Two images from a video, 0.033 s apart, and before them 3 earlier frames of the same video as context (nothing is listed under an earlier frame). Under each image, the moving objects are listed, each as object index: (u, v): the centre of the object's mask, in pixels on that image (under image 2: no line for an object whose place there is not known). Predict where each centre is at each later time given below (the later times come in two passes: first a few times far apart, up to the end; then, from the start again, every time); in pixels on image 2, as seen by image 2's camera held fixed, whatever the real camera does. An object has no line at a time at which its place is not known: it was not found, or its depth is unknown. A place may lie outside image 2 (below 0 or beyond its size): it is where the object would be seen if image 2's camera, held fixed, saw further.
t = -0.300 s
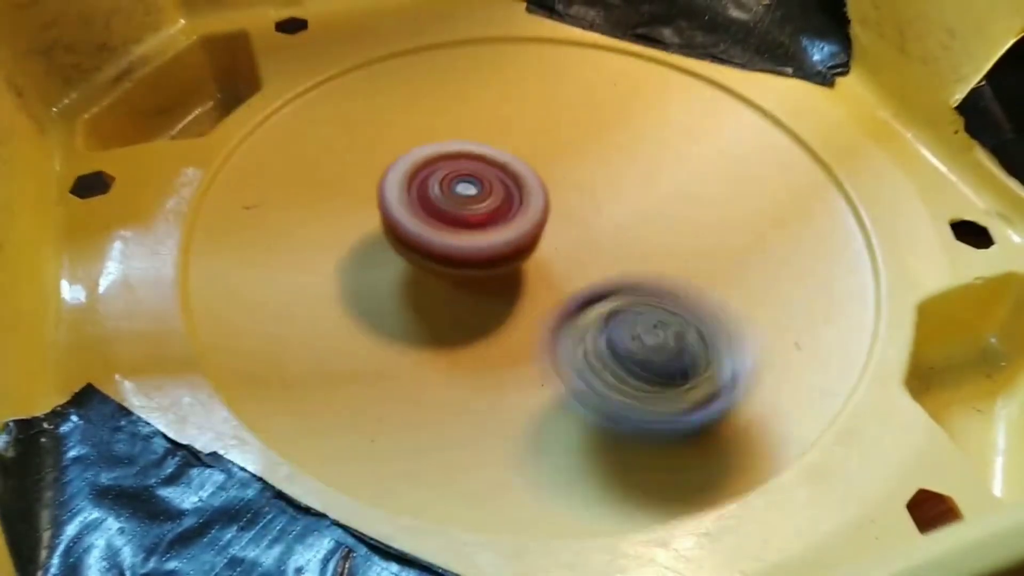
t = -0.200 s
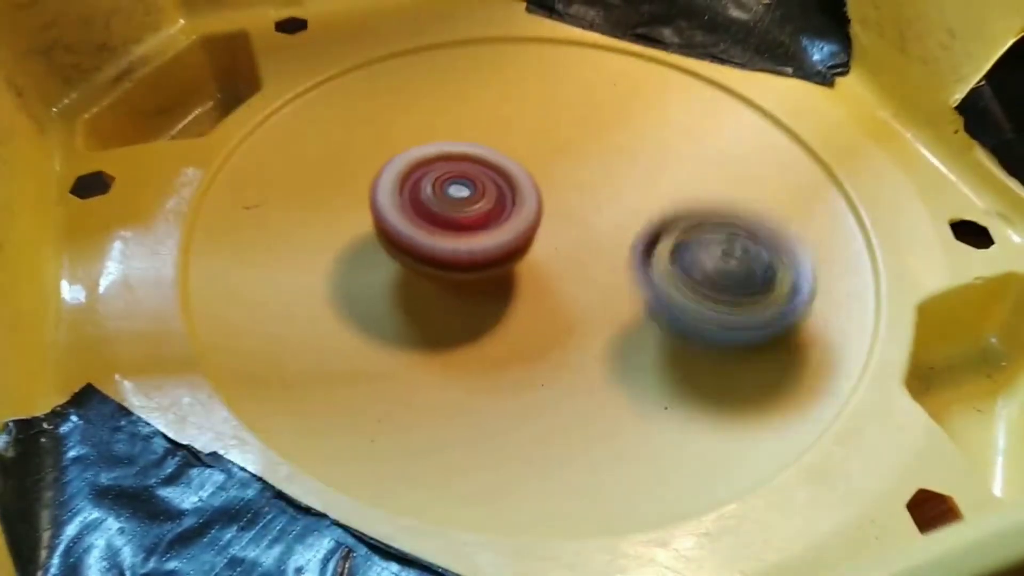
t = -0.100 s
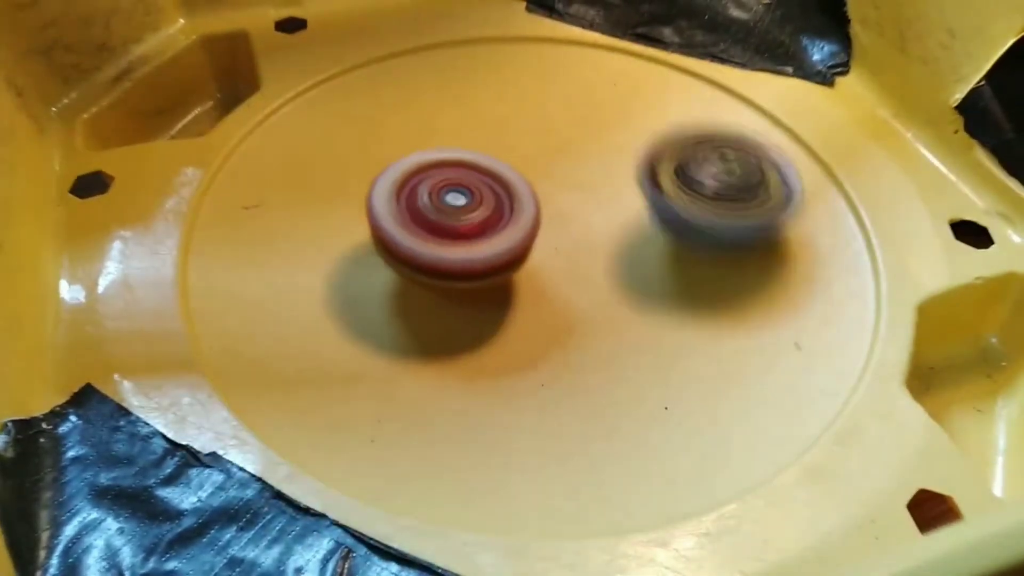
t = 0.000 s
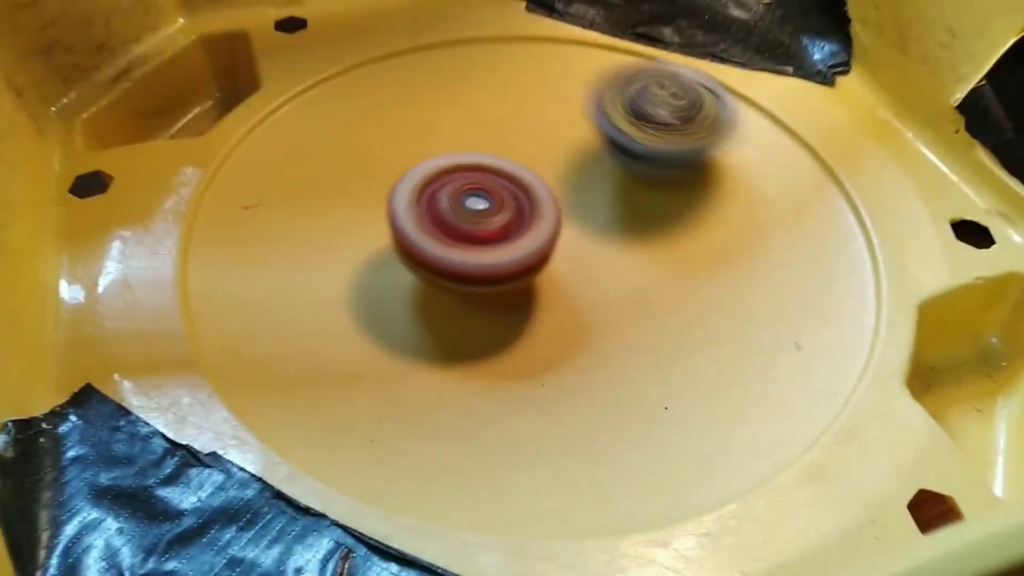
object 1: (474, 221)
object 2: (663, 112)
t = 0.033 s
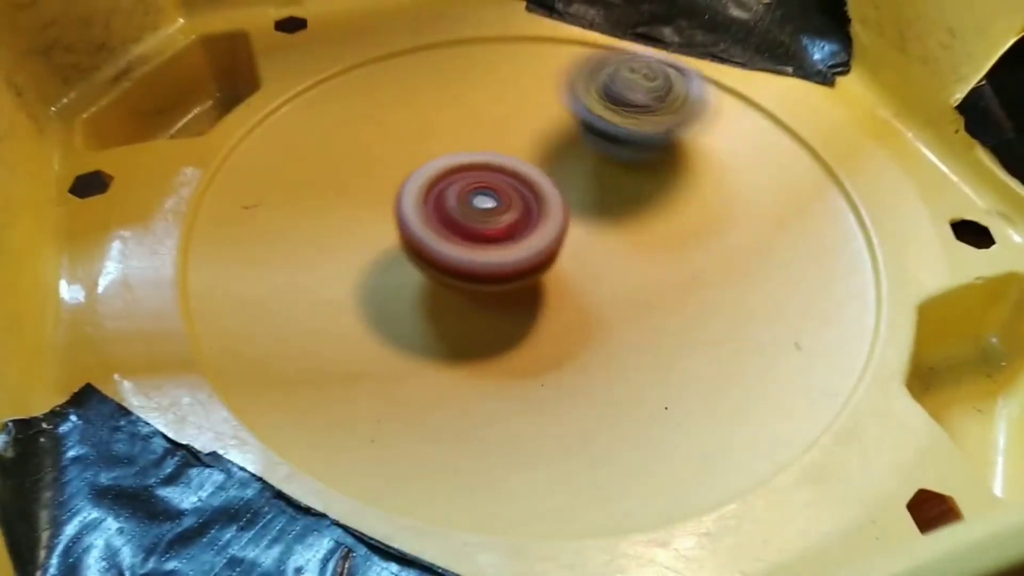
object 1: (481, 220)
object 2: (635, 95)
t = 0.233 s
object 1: (520, 205)
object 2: (438, 73)
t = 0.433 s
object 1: (529, 186)
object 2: (329, 197)
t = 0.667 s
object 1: (514, 181)
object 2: (543, 334)
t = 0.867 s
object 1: (539, 199)
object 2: (729, 250)
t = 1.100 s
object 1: (550, 202)
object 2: (679, 120)
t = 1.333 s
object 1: (548, 237)
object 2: (508, 113)
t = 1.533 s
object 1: (593, 267)
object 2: (424, 208)
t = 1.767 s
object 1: (658, 243)
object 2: (499, 312)
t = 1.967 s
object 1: (627, 197)
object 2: (637, 326)
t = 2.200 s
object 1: (510, 192)
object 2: (679, 232)
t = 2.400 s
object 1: (436, 240)
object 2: (580, 175)
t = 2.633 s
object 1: (431, 314)
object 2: (458, 190)
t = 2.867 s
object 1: (520, 377)
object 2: (445, 246)
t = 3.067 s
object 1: (619, 364)
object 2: (503, 193)
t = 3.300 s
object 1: (604, 261)
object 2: (442, 131)
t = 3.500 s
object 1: (560, 229)
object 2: (354, 150)
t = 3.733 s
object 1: (589, 214)
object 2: (353, 234)
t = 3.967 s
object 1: (650, 177)
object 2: (507, 248)
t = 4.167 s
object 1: (690, 123)
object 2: (527, 188)
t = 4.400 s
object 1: (654, 121)
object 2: (448, 172)
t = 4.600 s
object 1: (642, 162)
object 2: (464, 245)
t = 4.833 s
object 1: (761, 118)
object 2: (366, 360)
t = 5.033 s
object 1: (718, 130)
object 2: (531, 379)
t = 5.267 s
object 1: (682, 149)
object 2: (588, 326)
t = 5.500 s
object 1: (610, 149)
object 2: (539, 257)
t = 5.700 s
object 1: (574, 146)
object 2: (402, 283)
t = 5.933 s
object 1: (499, 187)
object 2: (366, 320)
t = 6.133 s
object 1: (487, 204)
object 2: (433, 325)
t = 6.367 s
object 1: (511, 164)
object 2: (486, 287)
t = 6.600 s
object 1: (536, 118)
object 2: (472, 233)
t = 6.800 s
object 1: (557, 102)
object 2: (433, 208)
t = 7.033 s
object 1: (582, 126)
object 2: (447, 211)
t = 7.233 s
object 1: (621, 170)
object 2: (471, 228)
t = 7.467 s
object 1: (686, 218)
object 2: (503, 234)
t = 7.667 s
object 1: (711, 257)
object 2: (521, 214)
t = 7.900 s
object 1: (671, 292)
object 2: (508, 193)
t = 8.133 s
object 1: (599, 341)
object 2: (471, 161)
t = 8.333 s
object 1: (530, 341)
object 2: (414, 133)
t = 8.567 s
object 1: (458, 303)
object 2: (420, 175)
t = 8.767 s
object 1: (469, 352)
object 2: (482, 129)
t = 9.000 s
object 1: (507, 309)
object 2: (550, 123)
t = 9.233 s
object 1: (523, 253)
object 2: (623, 138)
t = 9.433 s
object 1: (506, 240)
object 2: (677, 129)
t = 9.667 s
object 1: (505, 212)
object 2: (672, 171)
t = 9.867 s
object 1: (457, 202)
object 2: (676, 223)
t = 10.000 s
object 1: (440, 202)
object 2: (653, 256)
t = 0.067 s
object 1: (487, 218)
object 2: (606, 81)
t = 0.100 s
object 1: (492, 216)
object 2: (574, 71)
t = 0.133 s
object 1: (498, 215)
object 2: (539, 65)
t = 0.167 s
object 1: (505, 213)
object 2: (505, 63)
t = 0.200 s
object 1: (513, 210)
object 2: (470, 65)
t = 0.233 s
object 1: (520, 205)
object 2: (438, 73)
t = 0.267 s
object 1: (526, 200)
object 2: (409, 83)
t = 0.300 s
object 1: (529, 194)
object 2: (384, 100)
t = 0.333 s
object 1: (529, 190)
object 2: (361, 119)
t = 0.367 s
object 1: (528, 188)
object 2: (343, 141)
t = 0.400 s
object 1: (528, 187)
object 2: (332, 168)
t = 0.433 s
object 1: (529, 186)
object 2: (329, 197)
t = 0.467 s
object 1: (530, 183)
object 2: (335, 225)
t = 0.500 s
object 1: (529, 180)
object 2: (352, 253)
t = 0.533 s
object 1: (527, 175)
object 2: (381, 281)
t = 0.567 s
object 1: (523, 173)
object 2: (418, 303)
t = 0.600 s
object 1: (518, 173)
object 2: (457, 321)
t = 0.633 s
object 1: (514, 176)
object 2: (501, 332)
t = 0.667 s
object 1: (514, 181)
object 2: (543, 334)
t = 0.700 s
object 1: (518, 186)
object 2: (586, 332)
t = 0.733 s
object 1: (524, 190)
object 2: (628, 323)
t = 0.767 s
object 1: (529, 190)
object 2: (663, 310)
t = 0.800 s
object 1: (532, 193)
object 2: (695, 292)
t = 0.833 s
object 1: (534, 195)
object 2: (717, 272)
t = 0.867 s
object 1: (539, 199)
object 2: (729, 250)
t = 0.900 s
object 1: (546, 201)
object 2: (733, 229)
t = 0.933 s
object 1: (554, 203)
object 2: (733, 207)
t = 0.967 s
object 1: (556, 202)
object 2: (733, 185)
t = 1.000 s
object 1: (557, 201)
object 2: (727, 168)
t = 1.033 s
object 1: (555, 200)
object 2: (715, 151)
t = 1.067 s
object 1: (553, 201)
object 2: (699, 133)
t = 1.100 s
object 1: (550, 202)
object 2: (679, 120)
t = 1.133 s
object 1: (550, 205)
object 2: (656, 111)
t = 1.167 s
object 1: (551, 207)
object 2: (631, 104)
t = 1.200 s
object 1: (550, 212)
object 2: (608, 101)
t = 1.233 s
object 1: (549, 217)
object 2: (583, 100)
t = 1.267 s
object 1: (548, 221)
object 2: (557, 102)
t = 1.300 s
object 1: (547, 227)
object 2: (532, 107)
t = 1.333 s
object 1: (548, 237)
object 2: (508, 113)
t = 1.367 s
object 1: (553, 247)
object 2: (484, 124)
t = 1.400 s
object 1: (561, 254)
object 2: (465, 137)
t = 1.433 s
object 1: (570, 258)
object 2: (449, 155)
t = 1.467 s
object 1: (578, 260)
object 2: (438, 171)
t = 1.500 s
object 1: (583, 262)
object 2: (430, 190)
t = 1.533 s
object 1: (593, 267)
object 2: (424, 208)
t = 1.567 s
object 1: (604, 271)
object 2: (424, 226)
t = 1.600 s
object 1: (615, 274)
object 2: (429, 244)
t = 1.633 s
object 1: (629, 274)
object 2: (437, 261)
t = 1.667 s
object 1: (641, 270)
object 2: (448, 277)
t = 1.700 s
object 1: (652, 263)
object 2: (459, 290)
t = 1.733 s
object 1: (656, 253)
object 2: (478, 303)
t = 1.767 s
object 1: (658, 243)
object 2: (499, 312)
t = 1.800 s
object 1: (659, 232)
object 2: (516, 321)
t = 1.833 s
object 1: (658, 225)
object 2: (538, 328)
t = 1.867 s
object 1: (656, 217)
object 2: (562, 333)
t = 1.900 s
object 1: (650, 209)
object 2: (589, 334)
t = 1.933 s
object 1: (640, 202)
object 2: (614, 332)
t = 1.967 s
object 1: (627, 197)
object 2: (637, 326)
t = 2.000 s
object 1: (612, 193)
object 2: (659, 315)
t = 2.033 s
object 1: (594, 190)
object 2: (676, 306)
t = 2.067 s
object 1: (577, 187)
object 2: (688, 293)
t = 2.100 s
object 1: (561, 185)
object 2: (694, 282)
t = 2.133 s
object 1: (544, 186)
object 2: (695, 265)
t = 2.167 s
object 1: (527, 187)
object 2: (690, 248)
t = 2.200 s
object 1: (510, 192)
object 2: (679, 232)
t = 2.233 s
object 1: (490, 197)
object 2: (666, 217)
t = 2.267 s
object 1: (471, 202)
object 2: (655, 204)
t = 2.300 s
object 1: (456, 211)
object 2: (639, 193)
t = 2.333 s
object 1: (447, 223)
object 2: (622, 184)
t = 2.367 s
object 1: (441, 232)
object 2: (602, 179)
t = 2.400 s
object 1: (436, 240)
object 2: (580, 175)
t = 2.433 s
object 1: (430, 253)
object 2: (562, 174)
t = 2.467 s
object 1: (426, 263)
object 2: (542, 173)
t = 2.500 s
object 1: (422, 272)
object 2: (522, 173)
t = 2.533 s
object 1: (421, 282)
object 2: (504, 176)
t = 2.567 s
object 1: (423, 294)
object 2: (488, 181)
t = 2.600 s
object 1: (426, 304)
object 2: (472, 185)
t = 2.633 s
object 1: (431, 314)
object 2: (458, 190)
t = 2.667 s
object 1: (436, 327)
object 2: (448, 196)
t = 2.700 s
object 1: (445, 337)
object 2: (438, 205)
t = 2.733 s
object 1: (457, 346)
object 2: (431, 214)
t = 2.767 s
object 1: (469, 353)
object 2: (428, 223)
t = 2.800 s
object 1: (484, 365)
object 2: (430, 230)
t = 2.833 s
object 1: (502, 372)
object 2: (436, 239)
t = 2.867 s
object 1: (520, 377)
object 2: (445, 246)
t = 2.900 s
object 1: (538, 379)
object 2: (461, 249)
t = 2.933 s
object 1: (559, 389)
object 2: (477, 244)
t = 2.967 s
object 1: (579, 389)
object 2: (490, 232)
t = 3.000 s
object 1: (594, 384)
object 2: (498, 220)
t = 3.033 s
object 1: (608, 376)
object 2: (502, 206)
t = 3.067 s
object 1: (619, 364)
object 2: (503, 193)
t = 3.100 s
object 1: (628, 351)
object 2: (500, 180)
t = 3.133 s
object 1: (633, 338)
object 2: (495, 167)
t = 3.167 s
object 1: (636, 322)
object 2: (488, 156)
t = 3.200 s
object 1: (634, 305)
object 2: (478, 147)
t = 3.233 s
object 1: (627, 289)
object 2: (468, 139)
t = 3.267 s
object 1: (617, 278)
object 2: (455, 133)
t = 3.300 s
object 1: (604, 261)
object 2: (442, 131)
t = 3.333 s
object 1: (590, 251)
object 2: (429, 131)
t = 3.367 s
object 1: (573, 238)
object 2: (417, 137)
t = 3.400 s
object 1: (557, 226)
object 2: (408, 147)
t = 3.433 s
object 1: (553, 225)
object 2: (394, 148)
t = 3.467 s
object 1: (558, 228)
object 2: (372, 147)
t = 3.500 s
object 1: (560, 229)
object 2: (354, 150)
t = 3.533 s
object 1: (558, 229)
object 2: (340, 160)
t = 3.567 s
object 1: (555, 227)
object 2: (334, 174)
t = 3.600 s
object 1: (551, 224)
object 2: (336, 189)
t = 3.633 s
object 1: (546, 221)
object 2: (343, 203)
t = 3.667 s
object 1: (542, 218)
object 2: (359, 218)
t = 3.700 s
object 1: (565, 216)
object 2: (356, 227)
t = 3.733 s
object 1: (589, 214)
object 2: (353, 234)
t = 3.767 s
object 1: (606, 212)
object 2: (364, 243)
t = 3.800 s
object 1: (616, 209)
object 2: (386, 250)
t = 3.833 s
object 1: (624, 202)
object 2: (412, 257)
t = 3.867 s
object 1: (630, 198)
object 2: (439, 258)
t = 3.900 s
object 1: (633, 193)
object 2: (470, 257)
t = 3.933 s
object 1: (637, 185)
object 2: (493, 253)
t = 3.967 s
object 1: (650, 177)
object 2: (507, 248)
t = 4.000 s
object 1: (659, 170)
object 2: (520, 241)
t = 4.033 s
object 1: (671, 161)
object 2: (527, 232)
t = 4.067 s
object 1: (685, 148)
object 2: (528, 223)
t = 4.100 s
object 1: (691, 139)
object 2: (530, 212)
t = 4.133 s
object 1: (692, 130)
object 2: (530, 199)
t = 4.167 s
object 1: (690, 123)
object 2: (527, 188)
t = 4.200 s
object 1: (687, 118)
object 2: (520, 178)
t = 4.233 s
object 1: (683, 116)
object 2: (510, 169)
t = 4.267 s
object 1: (678, 115)
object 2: (497, 164)
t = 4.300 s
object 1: (672, 115)
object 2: (484, 160)
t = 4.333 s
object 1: (666, 116)
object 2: (470, 161)
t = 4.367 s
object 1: (659, 118)
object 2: (458, 164)
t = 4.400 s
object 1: (654, 121)
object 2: (448, 172)
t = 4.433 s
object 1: (648, 128)
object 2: (442, 184)
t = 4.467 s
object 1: (642, 135)
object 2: (442, 195)
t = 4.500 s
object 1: (636, 142)
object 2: (447, 208)
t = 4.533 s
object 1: (630, 151)
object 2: (460, 220)
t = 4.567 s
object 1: (626, 161)
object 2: (477, 229)
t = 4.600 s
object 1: (642, 162)
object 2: (464, 245)
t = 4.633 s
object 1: (688, 151)
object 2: (413, 270)
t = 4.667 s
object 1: (730, 142)
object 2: (376, 289)
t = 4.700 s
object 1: (752, 134)
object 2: (351, 305)
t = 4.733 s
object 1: (763, 132)
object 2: (338, 319)
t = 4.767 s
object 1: (766, 128)
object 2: (339, 335)
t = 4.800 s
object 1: (764, 122)
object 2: (349, 348)
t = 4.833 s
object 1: (761, 118)
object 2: (366, 360)
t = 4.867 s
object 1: (756, 114)
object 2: (387, 371)
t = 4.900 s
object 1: (752, 113)
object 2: (412, 380)
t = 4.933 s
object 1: (747, 113)
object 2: (439, 385)
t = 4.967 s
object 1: (740, 116)
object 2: (469, 387)
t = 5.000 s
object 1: (731, 121)
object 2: (501, 384)
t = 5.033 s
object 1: (718, 130)
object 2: (531, 379)
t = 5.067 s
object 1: (706, 140)
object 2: (559, 369)
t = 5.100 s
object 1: (696, 151)
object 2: (584, 356)
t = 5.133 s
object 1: (686, 164)
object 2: (605, 337)
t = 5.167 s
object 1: (676, 177)
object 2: (620, 319)
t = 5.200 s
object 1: (671, 184)
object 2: (624, 308)
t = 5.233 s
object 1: (679, 165)
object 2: (608, 319)
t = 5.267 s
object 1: (682, 149)
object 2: (588, 326)
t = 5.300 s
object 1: (679, 140)
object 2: (573, 325)
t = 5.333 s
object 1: (673, 138)
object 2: (563, 319)
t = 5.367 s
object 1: (664, 138)
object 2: (561, 309)
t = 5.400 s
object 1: (651, 140)
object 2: (559, 296)
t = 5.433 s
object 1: (638, 142)
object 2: (555, 284)
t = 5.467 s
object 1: (624, 145)
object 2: (548, 270)
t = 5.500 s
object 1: (610, 149)
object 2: (539, 257)
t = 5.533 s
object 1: (605, 144)
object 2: (512, 259)
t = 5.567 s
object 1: (605, 137)
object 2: (477, 266)
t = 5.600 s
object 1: (603, 137)
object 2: (450, 270)
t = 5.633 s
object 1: (594, 139)
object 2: (431, 274)
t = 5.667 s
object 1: (584, 142)
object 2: (416, 279)
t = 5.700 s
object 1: (574, 146)
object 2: (402, 283)
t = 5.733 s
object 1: (563, 149)
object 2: (391, 288)
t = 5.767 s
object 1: (552, 154)
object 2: (380, 293)
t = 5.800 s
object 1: (540, 160)
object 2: (371, 299)
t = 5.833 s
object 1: (530, 165)
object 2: (364, 304)
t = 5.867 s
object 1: (519, 172)
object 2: (360, 311)
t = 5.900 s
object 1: (509, 179)
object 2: (361, 316)
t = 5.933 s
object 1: (499, 187)
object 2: (366, 320)
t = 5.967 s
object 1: (490, 195)
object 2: (376, 323)
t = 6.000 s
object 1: (483, 202)
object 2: (390, 321)
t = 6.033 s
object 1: (479, 207)
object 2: (402, 321)
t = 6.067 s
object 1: (481, 207)
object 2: (412, 323)
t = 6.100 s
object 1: (485, 204)
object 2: (421, 325)
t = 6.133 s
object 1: (487, 204)
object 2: (433, 325)
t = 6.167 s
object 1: (488, 201)
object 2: (443, 324)
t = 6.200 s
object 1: (492, 196)
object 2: (452, 322)
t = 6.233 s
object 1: (495, 190)
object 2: (462, 316)
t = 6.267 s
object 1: (497, 186)
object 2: (472, 308)
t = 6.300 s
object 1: (502, 179)
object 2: (478, 302)
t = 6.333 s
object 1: (506, 171)
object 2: (482, 294)
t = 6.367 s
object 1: (511, 164)
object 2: (486, 287)
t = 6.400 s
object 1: (515, 156)
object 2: (486, 281)
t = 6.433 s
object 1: (518, 147)
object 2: (488, 272)
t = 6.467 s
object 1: (521, 141)
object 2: (489, 263)
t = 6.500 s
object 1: (524, 135)
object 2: (487, 254)
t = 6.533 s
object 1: (527, 130)
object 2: (484, 244)
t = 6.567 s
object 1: (531, 124)
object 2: (479, 237)
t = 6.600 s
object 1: (536, 118)
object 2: (472, 233)
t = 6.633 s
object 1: (541, 112)
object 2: (465, 227)
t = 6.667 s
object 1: (545, 108)
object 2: (458, 221)
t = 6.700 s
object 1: (548, 105)
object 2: (451, 216)
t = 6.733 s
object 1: (551, 103)
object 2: (444, 213)
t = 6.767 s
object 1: (554, 102)
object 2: (438, 210)
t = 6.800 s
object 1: (557, 102)
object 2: (433, 208)
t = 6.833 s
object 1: (561, 102)
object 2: (429, 207)
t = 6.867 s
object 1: (565, 103)
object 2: (426, 207)
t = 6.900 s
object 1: (568, 105)
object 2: (426, 208)
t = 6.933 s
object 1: (572, 110)
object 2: (428, 209)
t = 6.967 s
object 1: (575, 114)
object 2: (432, 209)
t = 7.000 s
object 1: (578, 120)
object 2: (438, 211)
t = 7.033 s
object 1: (582, 126)
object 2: (447, 211)
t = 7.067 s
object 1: (585, 135)
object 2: (455, 211)
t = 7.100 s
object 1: (591, 140)
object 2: (459, 214)
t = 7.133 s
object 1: (599, 148)
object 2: (460, 217)
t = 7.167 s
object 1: (605, 154)
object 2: (464, 221)
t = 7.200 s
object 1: (614, 161)
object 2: (466, 224)
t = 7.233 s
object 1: (621, 170)
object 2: (471, 228)
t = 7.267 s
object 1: (630, 177)
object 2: (475, 230)
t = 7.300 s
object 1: (640, 184)
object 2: (480, 232)
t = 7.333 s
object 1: (650, 191)
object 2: (482, 235)
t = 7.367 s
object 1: (659, 198)
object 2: (488, 236)
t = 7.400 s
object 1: (667, 204)
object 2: (494, 237)
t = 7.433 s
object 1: (678, 212)
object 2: (499, 236)
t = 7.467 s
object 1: (686, 218)
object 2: (503, 234)
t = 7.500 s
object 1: (694, 225)
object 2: (507, 232)
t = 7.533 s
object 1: (700, 232)
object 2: (512, 230)
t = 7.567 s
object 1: (705, 238)
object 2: (515, 227)
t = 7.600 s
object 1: (708, 245)
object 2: (519, 223)
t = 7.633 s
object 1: (710, 251)
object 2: (520, 219)
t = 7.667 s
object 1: (711, 257)
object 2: (521, 214)
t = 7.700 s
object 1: (711, 263)
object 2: (521, 209)
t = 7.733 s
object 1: (708, 269)
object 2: (520, 204)
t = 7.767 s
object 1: (703, 274)
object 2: (519, 201)
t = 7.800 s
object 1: (697, 279)
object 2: (517, 198)
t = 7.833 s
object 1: (690, 283)
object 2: (515, 195)
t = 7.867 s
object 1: (681, 287)
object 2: (512, 194)
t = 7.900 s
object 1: (671, 292)
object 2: (508, 193)
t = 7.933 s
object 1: (659, 296)
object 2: (505, 193)
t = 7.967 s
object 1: (645, 298)
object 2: (502, 194)
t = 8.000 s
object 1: (632, 301)
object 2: (500, 196)
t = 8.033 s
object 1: (617, 302)
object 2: (499, 199)
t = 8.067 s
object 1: (611, 311)
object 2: (494, 193)
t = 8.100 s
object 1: (609, 334)
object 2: (481, 173)
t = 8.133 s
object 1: (599, 341)
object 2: (471, 161)
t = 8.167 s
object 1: (589, 344)
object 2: (460, 152)
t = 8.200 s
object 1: (578, 346)
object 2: (450, 146)
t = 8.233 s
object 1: (566, 347)
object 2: (441, 141)
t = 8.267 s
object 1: (554, 346)
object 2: (432, 137)
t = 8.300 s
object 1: (541, 345)
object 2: (423, 134)
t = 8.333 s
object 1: (530, 341)
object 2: (414, 133)
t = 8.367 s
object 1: (517, 339)
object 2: (406, 134)
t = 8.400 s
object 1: (505, 335)
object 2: (400, 137)
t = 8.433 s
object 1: (495, 329)
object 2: (397, 143)
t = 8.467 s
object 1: (484, 323)
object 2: (397, 151)
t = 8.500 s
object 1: (474, 316)
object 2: (401, 159)
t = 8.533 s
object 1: (465, 309)
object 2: (409, 168)
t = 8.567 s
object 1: (458, 303)
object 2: (420, 175)
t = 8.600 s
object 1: (457, 329)
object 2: (430, 163)
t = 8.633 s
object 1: (457, 345)
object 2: (441, 152)
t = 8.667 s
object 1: (457, 352)
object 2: (455, 143)
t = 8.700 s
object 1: (460, 353)
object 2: (464, 137)
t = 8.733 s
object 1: (464, 353)
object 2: (473, 133)
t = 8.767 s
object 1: (469, 352)
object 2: (482, 129)
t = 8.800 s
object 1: (475, 349)
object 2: (492, 126)
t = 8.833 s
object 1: (481, 345)
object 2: (502, 124)
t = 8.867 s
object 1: (486, 340)
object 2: (511, 122)
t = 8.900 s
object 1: (492, 333)
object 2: (521, 122)
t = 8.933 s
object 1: (497, 326)
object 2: (531, 122)
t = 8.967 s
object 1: (502, 318)
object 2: (541, 121)
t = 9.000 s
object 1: (507, 309)
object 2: (550, 123)
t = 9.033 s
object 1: (513, 300)
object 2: (559, 125)
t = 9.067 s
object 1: (518, 289)
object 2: (568, 128)
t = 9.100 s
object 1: (522, 279)
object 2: (577, 130)
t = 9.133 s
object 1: (527, 268)
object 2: (587, 133)
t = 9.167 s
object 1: (531, 259)
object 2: (595, 138)
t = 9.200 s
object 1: (533, 250)
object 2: (605, 141)
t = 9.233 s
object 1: (523, 253)
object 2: (623, 138)
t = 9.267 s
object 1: (511, 256)
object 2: (642, 134)
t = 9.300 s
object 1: (507, 255)
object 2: (655, 127)
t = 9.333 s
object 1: (506, 251)
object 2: (662, 127)
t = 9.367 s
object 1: (506, 248)
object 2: (669, 127)
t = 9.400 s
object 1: (506, 244)
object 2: (673, 127)
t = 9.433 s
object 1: (506, 240)
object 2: (677, 129)
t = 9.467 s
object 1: (506, 236)
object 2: (681, 128)
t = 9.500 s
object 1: (505, 232)
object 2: (683, 131)
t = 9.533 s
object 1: (505, 228)
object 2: (683, 135)
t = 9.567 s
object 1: (505, 224)
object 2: (682, 143)
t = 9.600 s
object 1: (505, 220)
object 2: (679, 153)
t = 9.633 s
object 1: (505, 216)
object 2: (676, 162)
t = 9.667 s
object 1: (505, 212)
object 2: (672, 171)
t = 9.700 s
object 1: (502, 208)
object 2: (670, 180)
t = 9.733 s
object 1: (486, 207)
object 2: (678, 189)
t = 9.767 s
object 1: (478, 206)
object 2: (681, 195)
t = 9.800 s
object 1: (470, 204)
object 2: (681, 204)
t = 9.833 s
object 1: (463, 203)
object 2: (679, 214)
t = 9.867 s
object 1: (457, 202)
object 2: (676, 223)
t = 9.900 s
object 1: (451, 201)
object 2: (672, 232)
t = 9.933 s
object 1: (447, 202)
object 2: (667, 241)
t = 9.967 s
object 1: (443, 202)
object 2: (661, 247)
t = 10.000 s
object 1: (440, 202)
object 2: (653, 256)
